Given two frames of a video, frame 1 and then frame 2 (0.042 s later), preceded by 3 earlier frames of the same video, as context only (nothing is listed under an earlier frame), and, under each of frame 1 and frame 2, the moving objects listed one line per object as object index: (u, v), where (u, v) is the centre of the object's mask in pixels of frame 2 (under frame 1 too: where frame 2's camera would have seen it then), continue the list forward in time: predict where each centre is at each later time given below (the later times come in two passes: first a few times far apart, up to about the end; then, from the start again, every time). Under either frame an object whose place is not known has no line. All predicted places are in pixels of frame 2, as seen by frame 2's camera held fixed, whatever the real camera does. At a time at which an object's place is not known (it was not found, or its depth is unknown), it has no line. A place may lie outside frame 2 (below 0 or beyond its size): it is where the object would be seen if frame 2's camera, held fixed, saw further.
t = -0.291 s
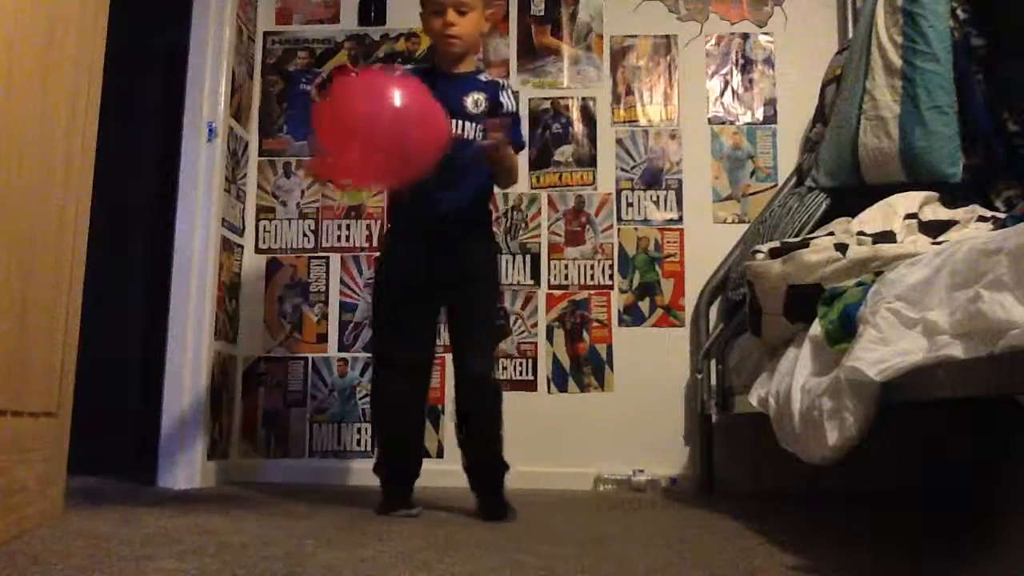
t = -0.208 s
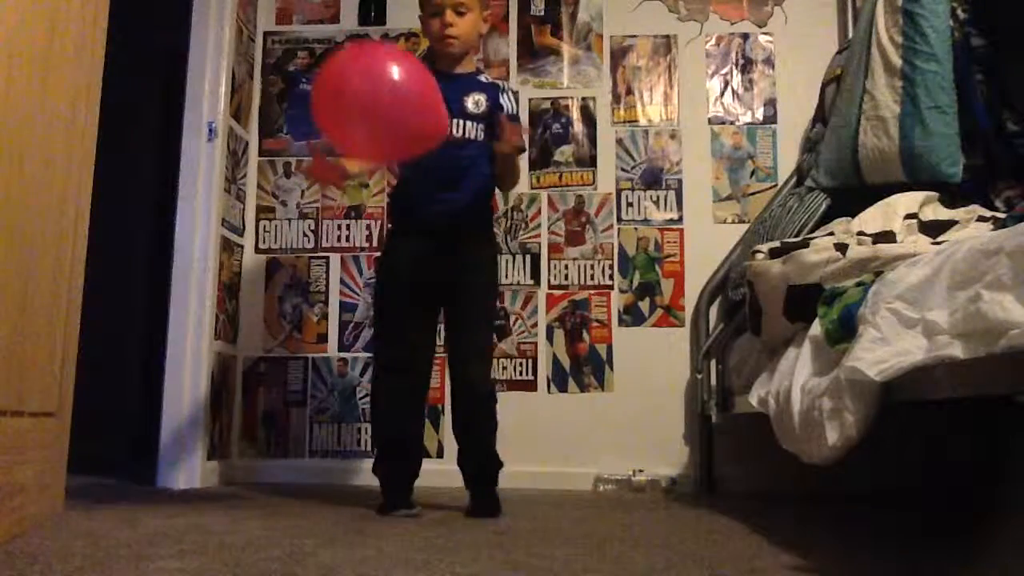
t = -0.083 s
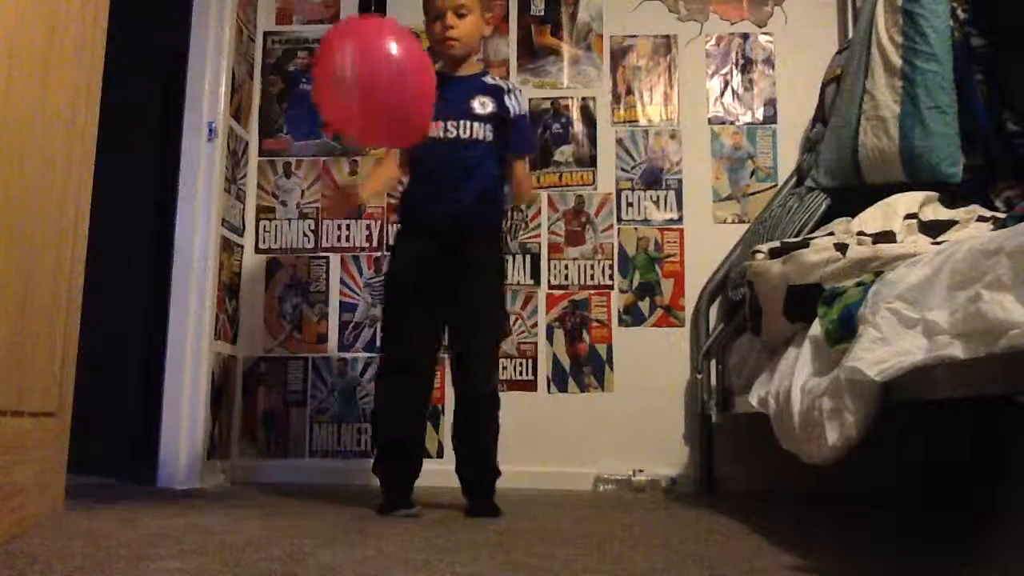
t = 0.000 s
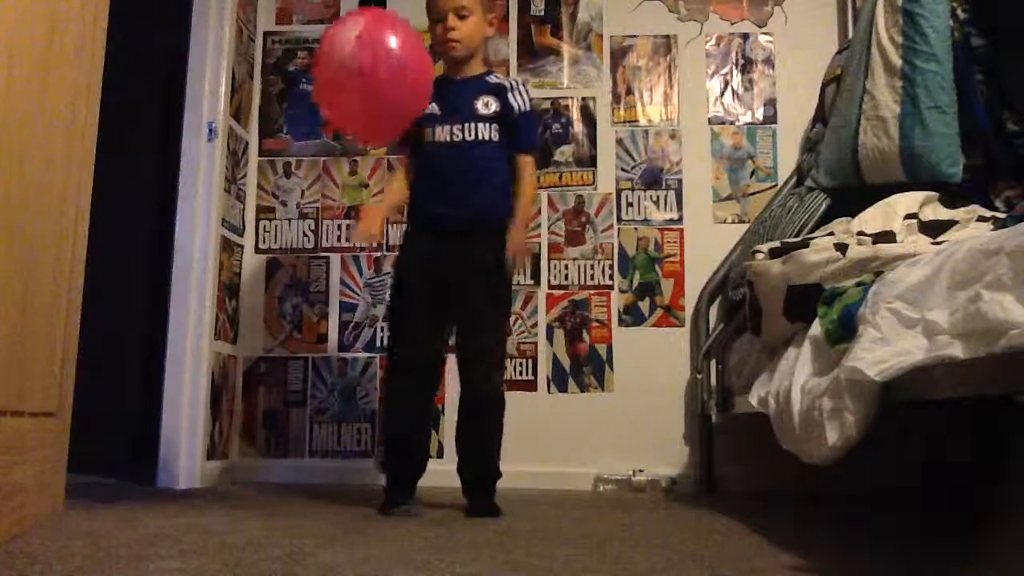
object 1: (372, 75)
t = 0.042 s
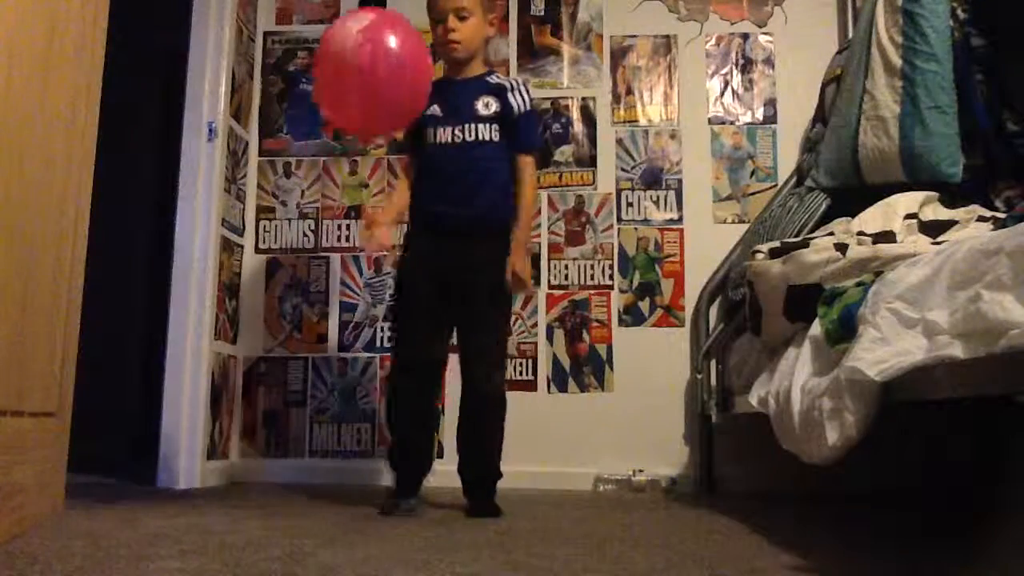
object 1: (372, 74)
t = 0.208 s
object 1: (368, 81)
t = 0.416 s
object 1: (358, 115)
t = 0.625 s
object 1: (347, 179)
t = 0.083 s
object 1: (372, 74)
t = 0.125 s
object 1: (371, 75)
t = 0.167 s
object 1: (370, 76)
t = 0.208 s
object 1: (368, 81)
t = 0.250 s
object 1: (366, 86)
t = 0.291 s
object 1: (365, 90)
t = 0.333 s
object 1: (362, 97)
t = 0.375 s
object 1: (361, 105)
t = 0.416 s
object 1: (358, 115)
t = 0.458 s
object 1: (356, 126)
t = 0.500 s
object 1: (353, 136)
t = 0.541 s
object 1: (352, 149)
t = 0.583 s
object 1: (350, 164)
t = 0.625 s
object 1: (347, 179)
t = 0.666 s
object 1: (346, 197)
